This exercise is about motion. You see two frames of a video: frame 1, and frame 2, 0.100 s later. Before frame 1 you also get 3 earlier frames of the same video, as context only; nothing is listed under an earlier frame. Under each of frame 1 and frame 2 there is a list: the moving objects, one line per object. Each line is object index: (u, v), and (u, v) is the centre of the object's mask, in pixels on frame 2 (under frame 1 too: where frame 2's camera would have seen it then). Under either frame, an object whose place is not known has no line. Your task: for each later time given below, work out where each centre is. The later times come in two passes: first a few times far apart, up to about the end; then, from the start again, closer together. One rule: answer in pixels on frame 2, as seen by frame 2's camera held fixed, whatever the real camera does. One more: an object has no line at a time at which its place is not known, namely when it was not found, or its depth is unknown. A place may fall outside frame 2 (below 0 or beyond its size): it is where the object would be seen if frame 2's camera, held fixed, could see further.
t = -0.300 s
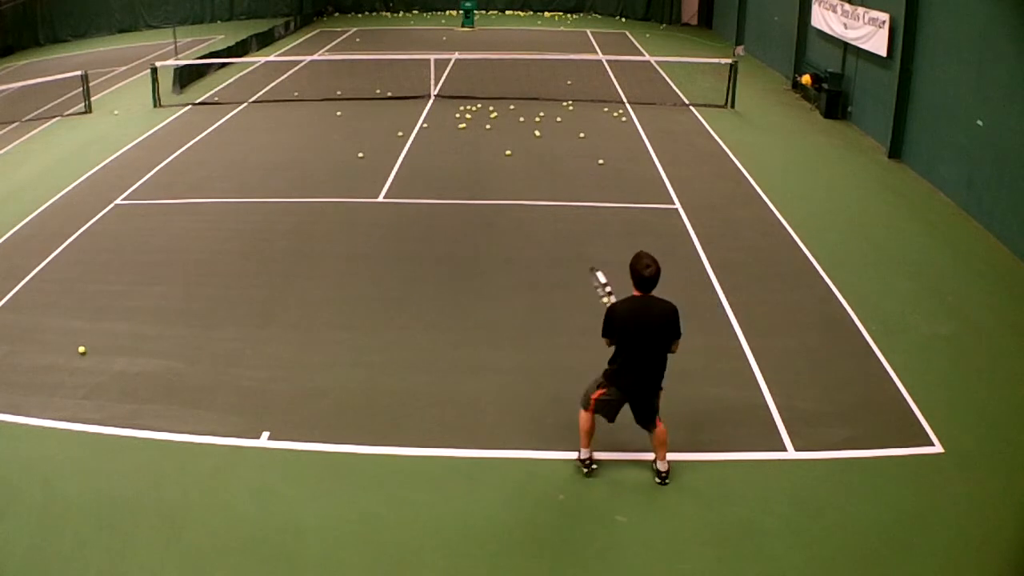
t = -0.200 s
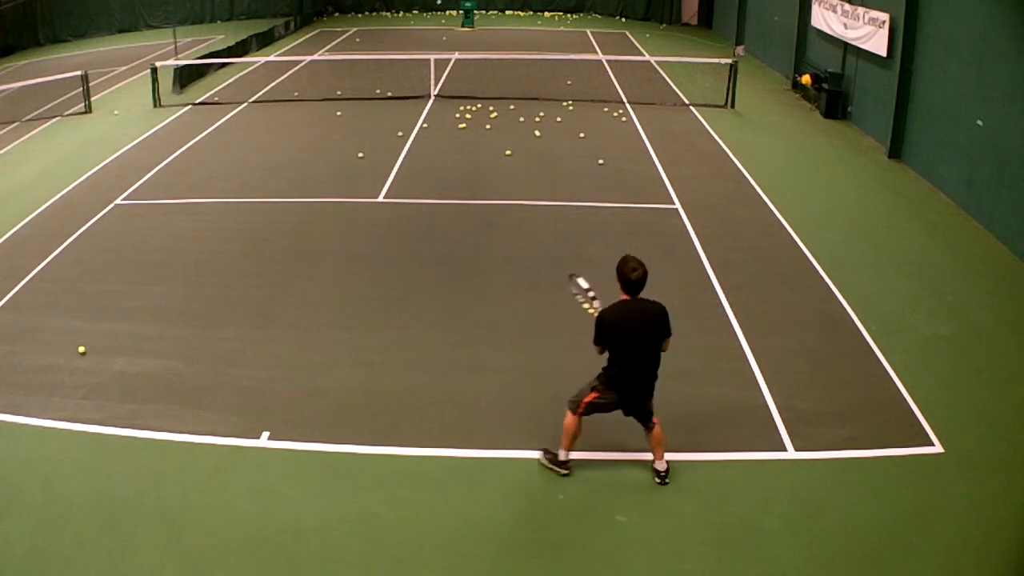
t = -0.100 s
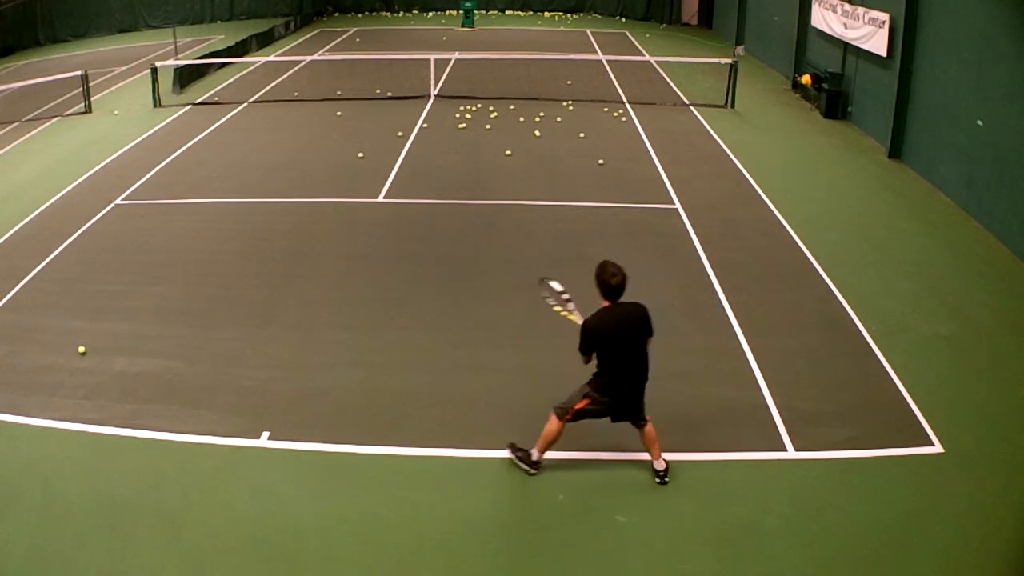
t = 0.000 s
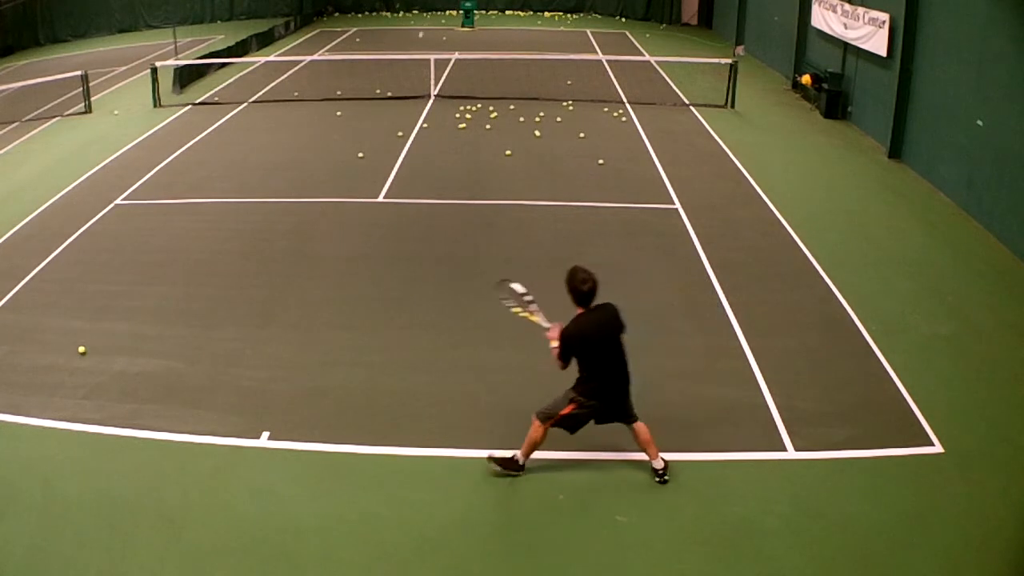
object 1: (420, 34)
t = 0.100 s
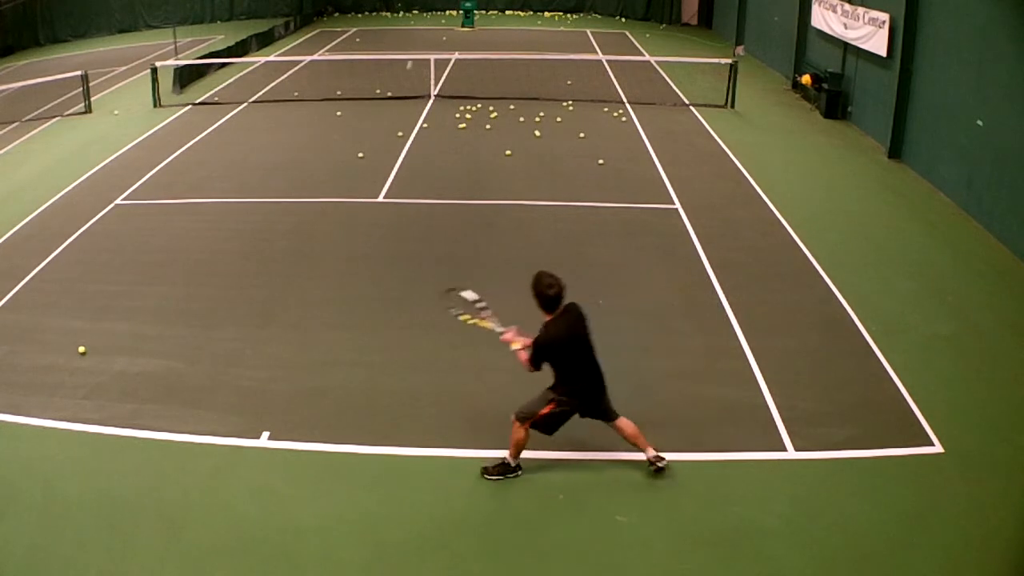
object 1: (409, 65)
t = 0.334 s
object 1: (374, 190)
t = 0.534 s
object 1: (342, 213)
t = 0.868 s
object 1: (278, 262)
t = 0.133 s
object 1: (405, 77)
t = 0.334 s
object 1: (374, 190)
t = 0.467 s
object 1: (352, 218)
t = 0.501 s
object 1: (347, 215)
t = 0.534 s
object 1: (342, 213)
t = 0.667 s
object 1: (320, 214)
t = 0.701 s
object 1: (314, 218)
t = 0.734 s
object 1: (307, 224)
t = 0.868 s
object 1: (278, 262)
